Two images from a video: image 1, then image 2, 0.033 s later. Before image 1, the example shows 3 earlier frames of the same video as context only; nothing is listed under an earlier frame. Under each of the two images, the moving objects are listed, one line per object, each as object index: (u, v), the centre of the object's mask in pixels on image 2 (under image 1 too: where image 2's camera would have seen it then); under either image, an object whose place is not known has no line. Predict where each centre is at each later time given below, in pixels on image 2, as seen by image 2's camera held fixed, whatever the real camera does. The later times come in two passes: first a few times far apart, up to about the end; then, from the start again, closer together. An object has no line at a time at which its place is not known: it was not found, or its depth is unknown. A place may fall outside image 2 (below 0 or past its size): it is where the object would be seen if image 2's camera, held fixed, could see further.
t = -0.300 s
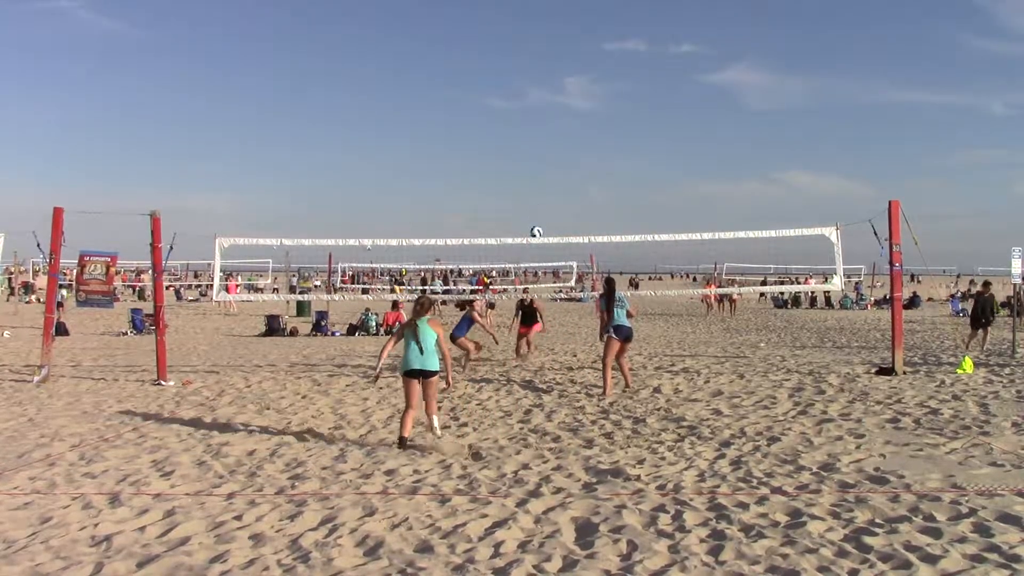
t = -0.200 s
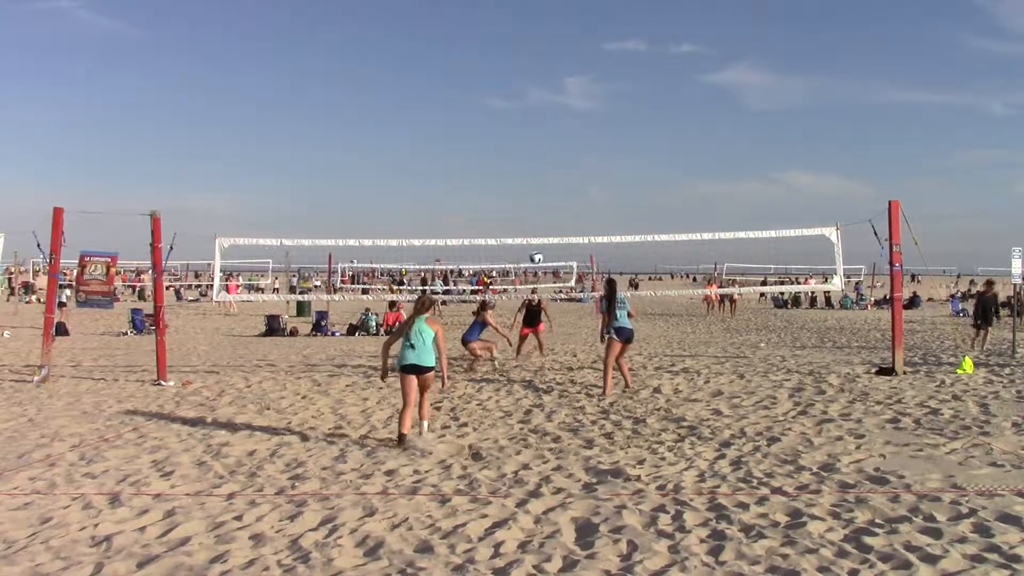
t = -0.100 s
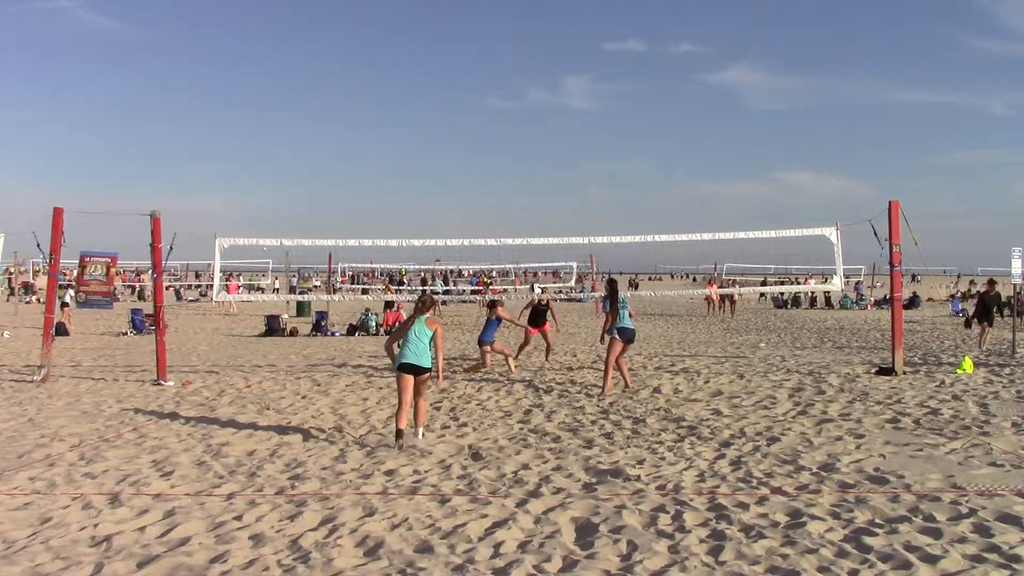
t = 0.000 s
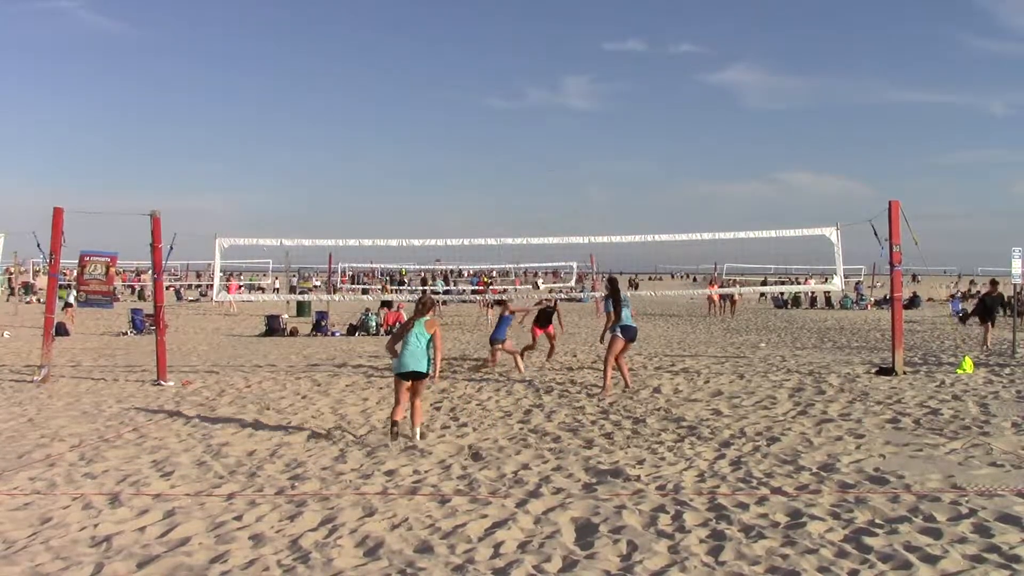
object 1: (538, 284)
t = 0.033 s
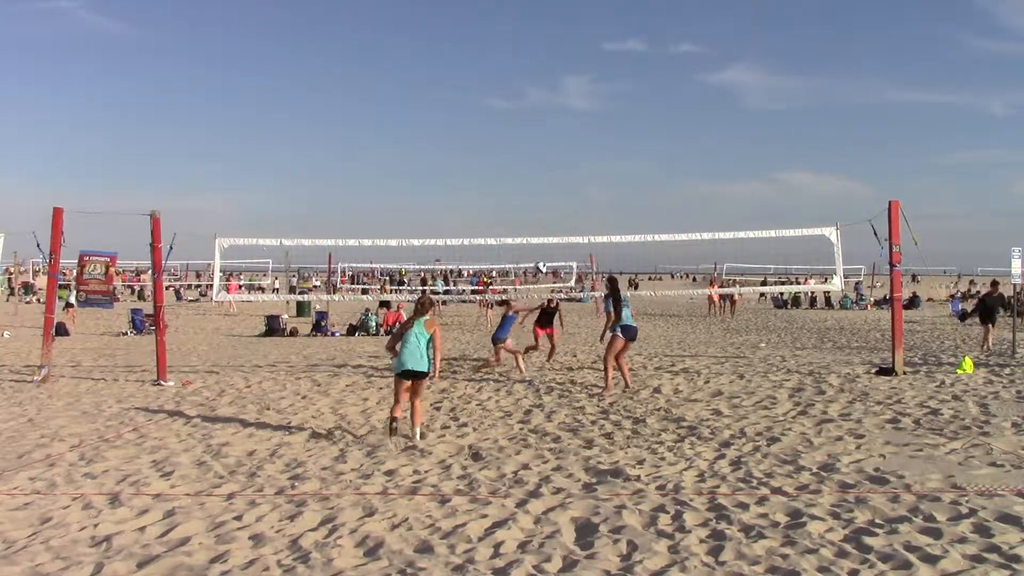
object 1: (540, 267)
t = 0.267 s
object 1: (550, 164)
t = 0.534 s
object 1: (557, 81)
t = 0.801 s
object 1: (560, 36)
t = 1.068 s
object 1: (560, 32)
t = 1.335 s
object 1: (555, 74)
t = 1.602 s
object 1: (550, 163)
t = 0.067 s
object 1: (542, 250)
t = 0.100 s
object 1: (544, 234)
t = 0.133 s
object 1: (545, 220)
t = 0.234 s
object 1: (549, 177)
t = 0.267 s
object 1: (550, 164)
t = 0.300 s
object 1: (552, 152)
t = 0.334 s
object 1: (553, 140)
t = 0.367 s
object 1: (553, 129)
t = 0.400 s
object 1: (554, 118)
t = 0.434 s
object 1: (555, 108)
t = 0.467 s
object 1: (555, 98)
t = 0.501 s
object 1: (557, 89)
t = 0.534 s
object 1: (557, 81)
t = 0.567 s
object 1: (558, 73)
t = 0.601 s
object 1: (559, 66)
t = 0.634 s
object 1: (559, 60)
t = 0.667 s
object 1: (559, 53)
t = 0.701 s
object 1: (559, 48)
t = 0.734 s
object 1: (559, 44)
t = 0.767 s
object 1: (559, 39)
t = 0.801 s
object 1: (560, 36)
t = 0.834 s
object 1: (559, 33)
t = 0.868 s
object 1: (560, 31)
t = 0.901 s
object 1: (559, 29)
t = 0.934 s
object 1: (559, 28)
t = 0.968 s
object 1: (559, 28)
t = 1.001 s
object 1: (560, 29)
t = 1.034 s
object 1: (560, 31)
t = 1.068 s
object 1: (560, 32)
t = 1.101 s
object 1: (559, 34)
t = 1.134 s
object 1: (559, 38)
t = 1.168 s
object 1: (559, 42)
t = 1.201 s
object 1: (557, 47)
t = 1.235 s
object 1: (556, 52)
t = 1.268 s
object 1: (556, 59)
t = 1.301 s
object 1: (555, 66)
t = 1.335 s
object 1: (555, 74)
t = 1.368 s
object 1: (554, 84)
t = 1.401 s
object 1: (554, 92)
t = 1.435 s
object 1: (553, 102)
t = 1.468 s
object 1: (552, 112)
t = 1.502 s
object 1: (552, 124)
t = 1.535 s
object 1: (551, 136)
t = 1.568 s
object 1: (551, 149)
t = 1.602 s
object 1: (550, 163)
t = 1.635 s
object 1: (549, 177)
